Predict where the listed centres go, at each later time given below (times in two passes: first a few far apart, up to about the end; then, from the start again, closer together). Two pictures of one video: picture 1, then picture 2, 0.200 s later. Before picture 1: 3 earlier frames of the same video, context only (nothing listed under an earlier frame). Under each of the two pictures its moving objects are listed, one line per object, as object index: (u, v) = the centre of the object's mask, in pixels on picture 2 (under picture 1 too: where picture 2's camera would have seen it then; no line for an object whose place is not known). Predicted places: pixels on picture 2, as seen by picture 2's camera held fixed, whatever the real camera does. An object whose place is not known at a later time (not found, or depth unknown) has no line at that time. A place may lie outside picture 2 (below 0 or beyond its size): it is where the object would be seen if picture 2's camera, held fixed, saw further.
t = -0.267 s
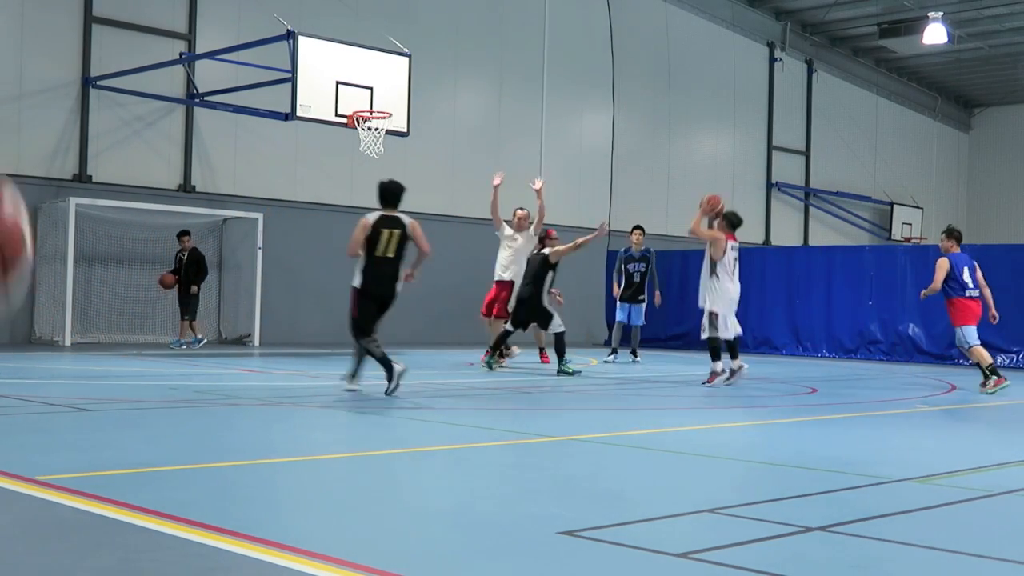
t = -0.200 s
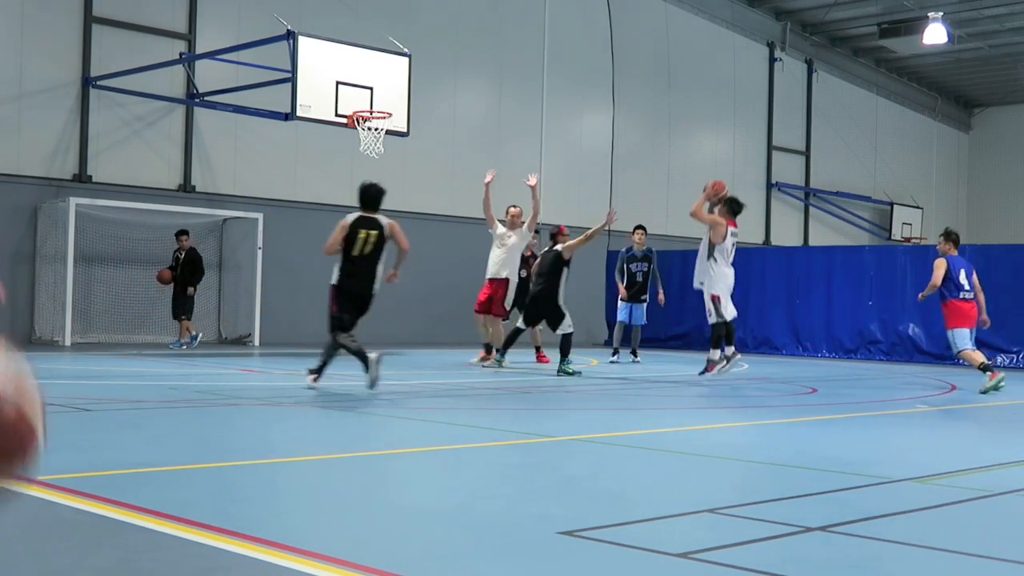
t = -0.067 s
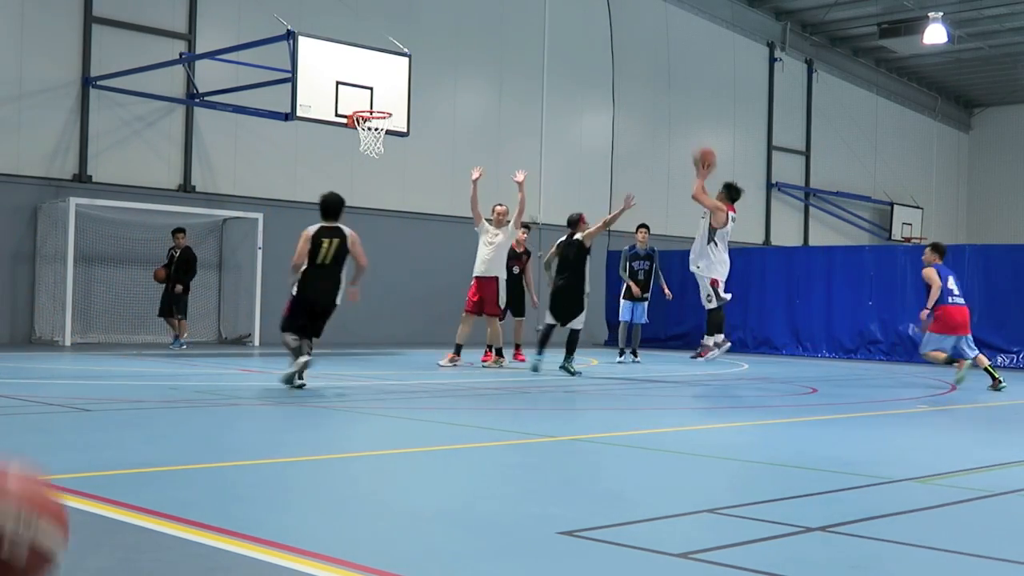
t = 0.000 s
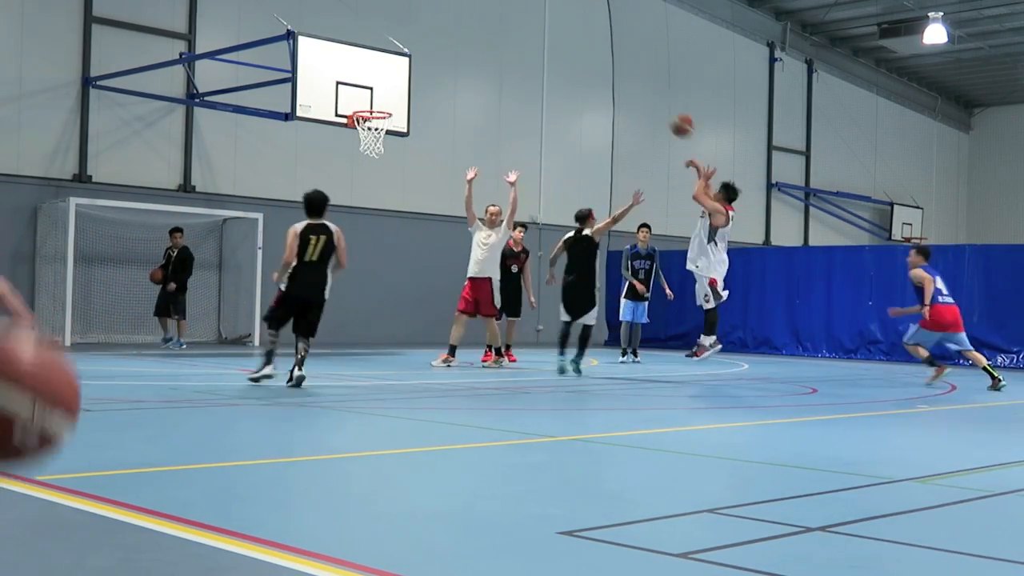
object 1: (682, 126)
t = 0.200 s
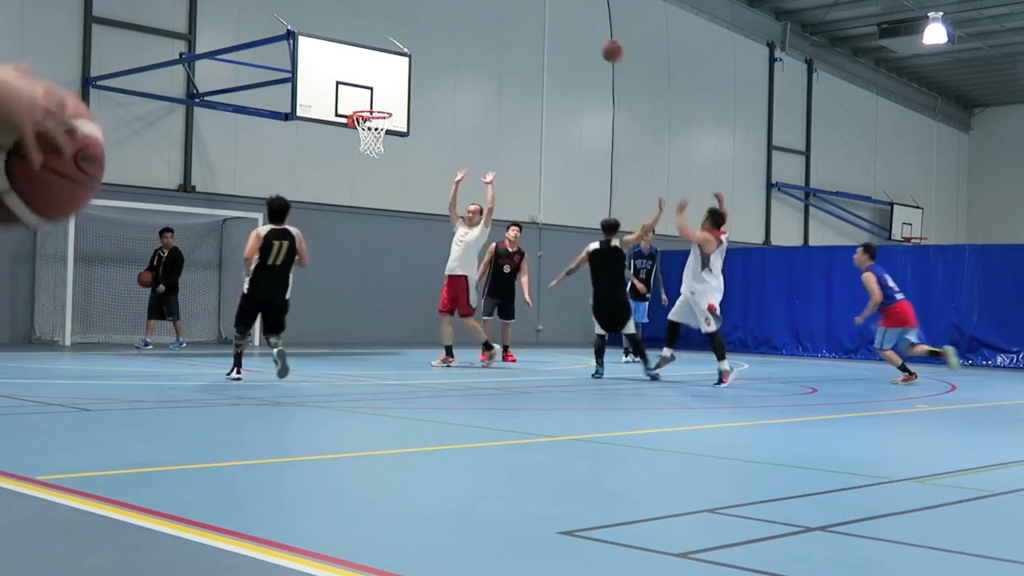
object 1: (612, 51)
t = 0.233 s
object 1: (601, 43)
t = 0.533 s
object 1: (509, 15)
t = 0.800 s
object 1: (436, 54)
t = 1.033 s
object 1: (404, 91)
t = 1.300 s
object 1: (444, 62)
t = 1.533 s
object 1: (477, 83)
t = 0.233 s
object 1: (601, 43)
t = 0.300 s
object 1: (580, 29)
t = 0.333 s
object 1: (570, 24)
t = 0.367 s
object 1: (560, 20)
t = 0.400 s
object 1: (549, 17)
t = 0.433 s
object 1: (539, 15)
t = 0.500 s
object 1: (519, 14)
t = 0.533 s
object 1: (509, 15)
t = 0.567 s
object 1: (500, 17)
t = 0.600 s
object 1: (490, 20)
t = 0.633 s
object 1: (481, 23)
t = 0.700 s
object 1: (463, 33)
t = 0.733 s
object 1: (454, 39)
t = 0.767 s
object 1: (445, 46)
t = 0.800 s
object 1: (436, 54)
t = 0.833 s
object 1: (427, 62)
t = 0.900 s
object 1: (411, 82)
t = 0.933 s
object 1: (402, 94)
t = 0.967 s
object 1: (394, 105)
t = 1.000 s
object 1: (399, 98)
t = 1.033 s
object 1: (404, 91)
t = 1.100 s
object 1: (414, 78)
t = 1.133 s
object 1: (419, 74)
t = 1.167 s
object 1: (424, 69)
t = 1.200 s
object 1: (429, 66)
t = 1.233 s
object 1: (434, 64)
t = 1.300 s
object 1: (444, 62)
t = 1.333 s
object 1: (448, 63)
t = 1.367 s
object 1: (453, 64)
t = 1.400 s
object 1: (458, 66)
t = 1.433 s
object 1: (463, 69)
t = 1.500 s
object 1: (472, 78)
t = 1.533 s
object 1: (477, 83)
